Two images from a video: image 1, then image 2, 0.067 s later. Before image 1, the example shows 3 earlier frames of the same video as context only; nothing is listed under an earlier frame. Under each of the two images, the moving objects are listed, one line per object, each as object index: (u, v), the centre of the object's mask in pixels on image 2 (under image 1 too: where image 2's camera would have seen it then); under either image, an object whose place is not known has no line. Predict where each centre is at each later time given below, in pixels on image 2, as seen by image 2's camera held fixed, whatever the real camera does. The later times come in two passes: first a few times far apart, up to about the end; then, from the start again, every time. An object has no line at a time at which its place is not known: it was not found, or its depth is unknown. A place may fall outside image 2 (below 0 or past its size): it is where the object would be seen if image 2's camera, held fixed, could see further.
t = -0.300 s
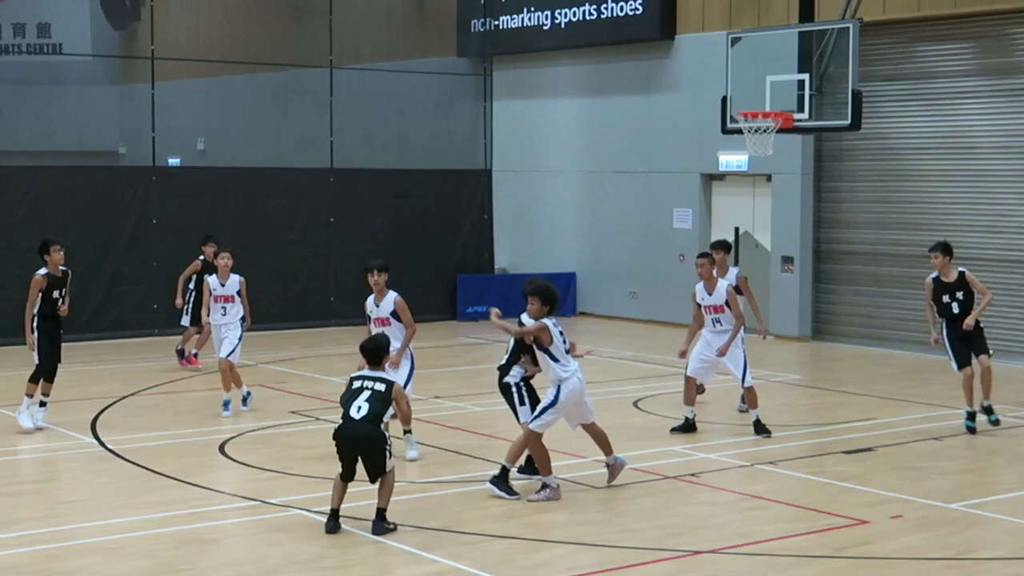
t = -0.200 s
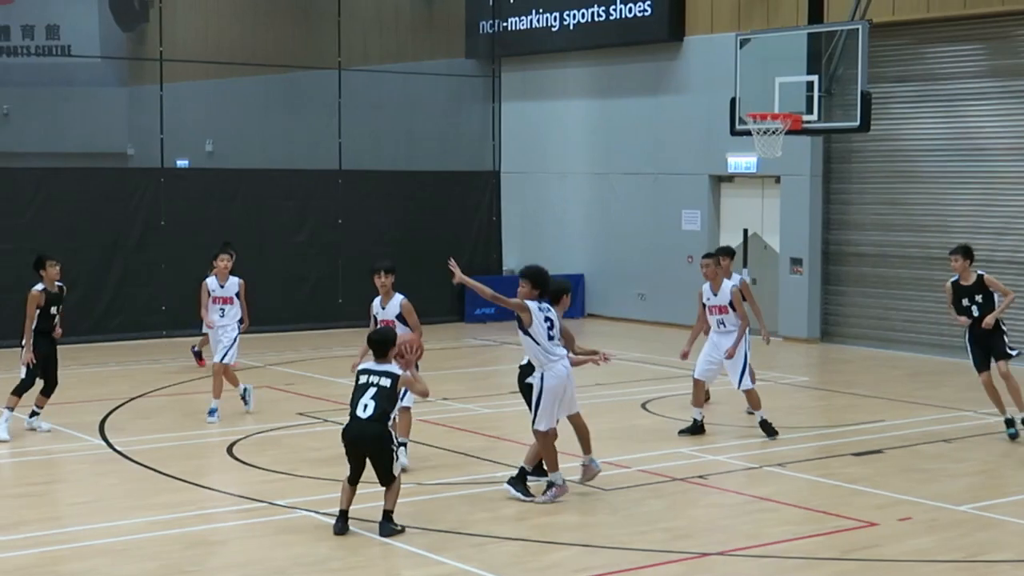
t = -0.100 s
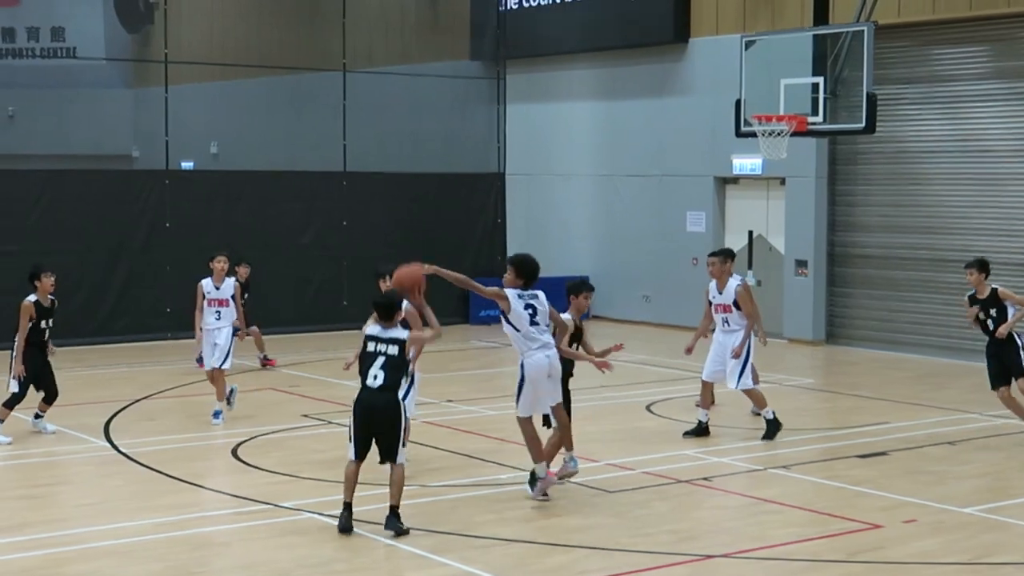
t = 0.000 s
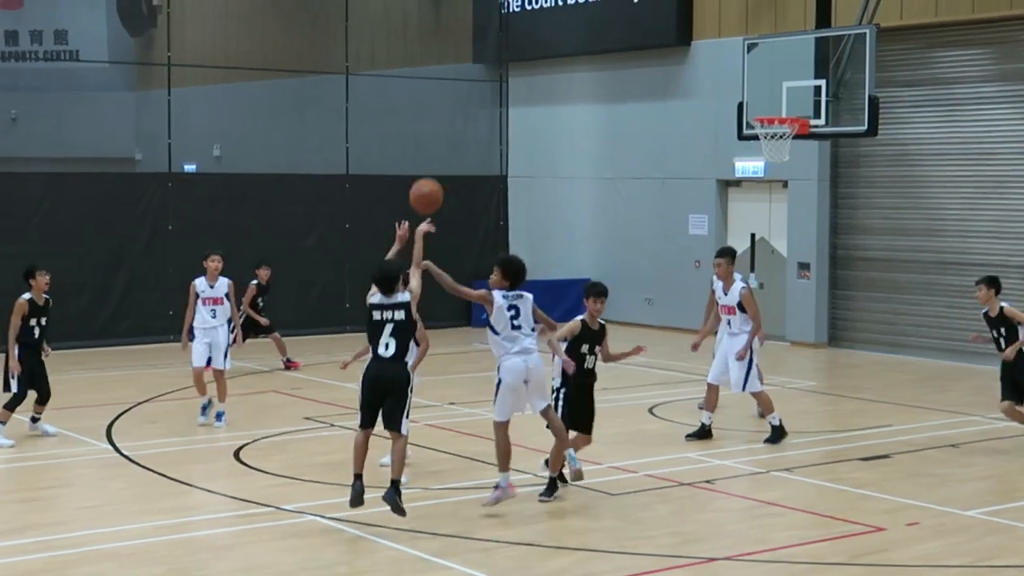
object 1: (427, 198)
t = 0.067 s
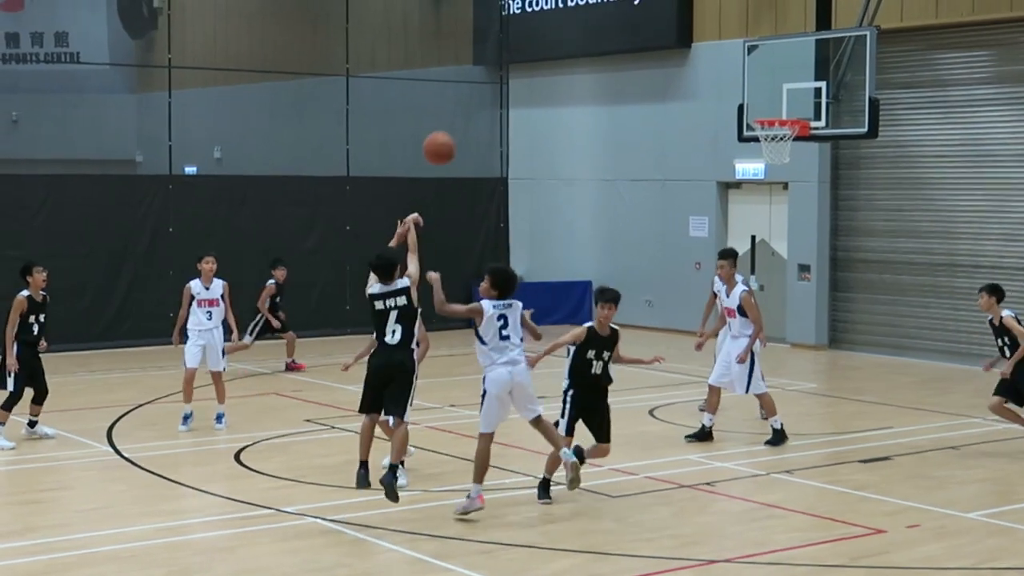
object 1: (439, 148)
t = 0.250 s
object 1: (472, 52)
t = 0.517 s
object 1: (514, 4)
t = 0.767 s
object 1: (548, 36)
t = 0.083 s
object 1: (442, 136)
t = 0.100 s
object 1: (445, 126)
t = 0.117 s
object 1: (448, 116)
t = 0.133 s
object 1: (451, 106)
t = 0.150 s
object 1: (454, 97)
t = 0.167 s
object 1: (457, 89)
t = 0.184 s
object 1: (460, 81)
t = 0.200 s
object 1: (463, 73)
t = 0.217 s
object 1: (466, 65)
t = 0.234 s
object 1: (469, 59)
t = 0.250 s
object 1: (472, 52)
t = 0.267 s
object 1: (475, 46)
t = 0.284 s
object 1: (478, 41)
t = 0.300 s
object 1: (480, 36)
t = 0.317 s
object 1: (483, 31)
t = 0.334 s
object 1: (486, 27)
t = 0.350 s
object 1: (488, 23)
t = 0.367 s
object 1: (491, 20)
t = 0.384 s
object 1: (494, 16)
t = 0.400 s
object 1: (496, 14)
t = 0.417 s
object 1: (499, 11)
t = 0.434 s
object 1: (502, 9)
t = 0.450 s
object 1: (504, 7)
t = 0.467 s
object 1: (507, 6)
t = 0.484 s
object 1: (509, 5)
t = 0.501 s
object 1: (511, 4)
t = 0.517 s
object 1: (514, 4)
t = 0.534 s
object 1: (517, 4)
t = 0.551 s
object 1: (519, 4)
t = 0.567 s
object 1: (521, 5)
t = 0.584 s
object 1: (524, 6)
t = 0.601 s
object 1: (526, 8)
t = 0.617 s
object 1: (528, 9)
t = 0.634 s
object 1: (531, 11)
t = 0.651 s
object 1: (533, 13)
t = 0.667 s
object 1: (535, 16)
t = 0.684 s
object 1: (537, 19)
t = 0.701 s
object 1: (540, 22)
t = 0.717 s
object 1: (542, 25)
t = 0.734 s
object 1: (544, 28)
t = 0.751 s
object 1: (546, 32)
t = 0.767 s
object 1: (548, 36)
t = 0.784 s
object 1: (550, 40)
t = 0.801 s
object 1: (553, 45)
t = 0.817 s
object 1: (554, 50)
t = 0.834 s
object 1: (556, 55)
